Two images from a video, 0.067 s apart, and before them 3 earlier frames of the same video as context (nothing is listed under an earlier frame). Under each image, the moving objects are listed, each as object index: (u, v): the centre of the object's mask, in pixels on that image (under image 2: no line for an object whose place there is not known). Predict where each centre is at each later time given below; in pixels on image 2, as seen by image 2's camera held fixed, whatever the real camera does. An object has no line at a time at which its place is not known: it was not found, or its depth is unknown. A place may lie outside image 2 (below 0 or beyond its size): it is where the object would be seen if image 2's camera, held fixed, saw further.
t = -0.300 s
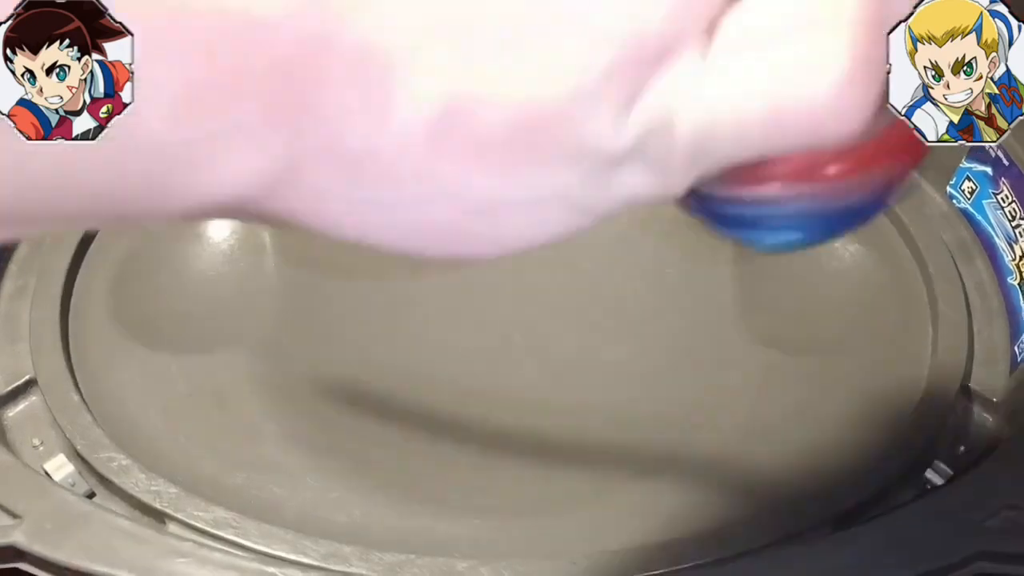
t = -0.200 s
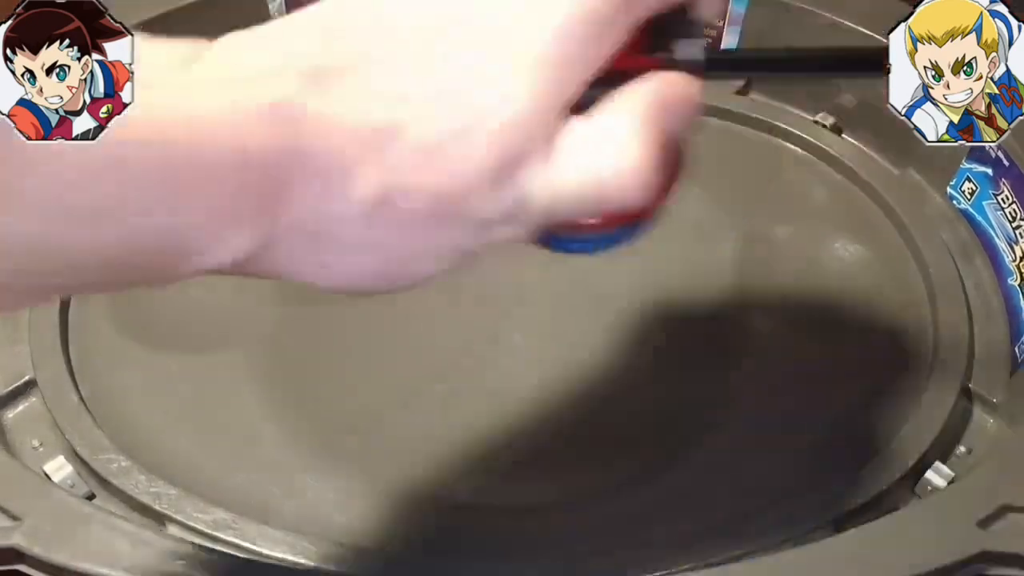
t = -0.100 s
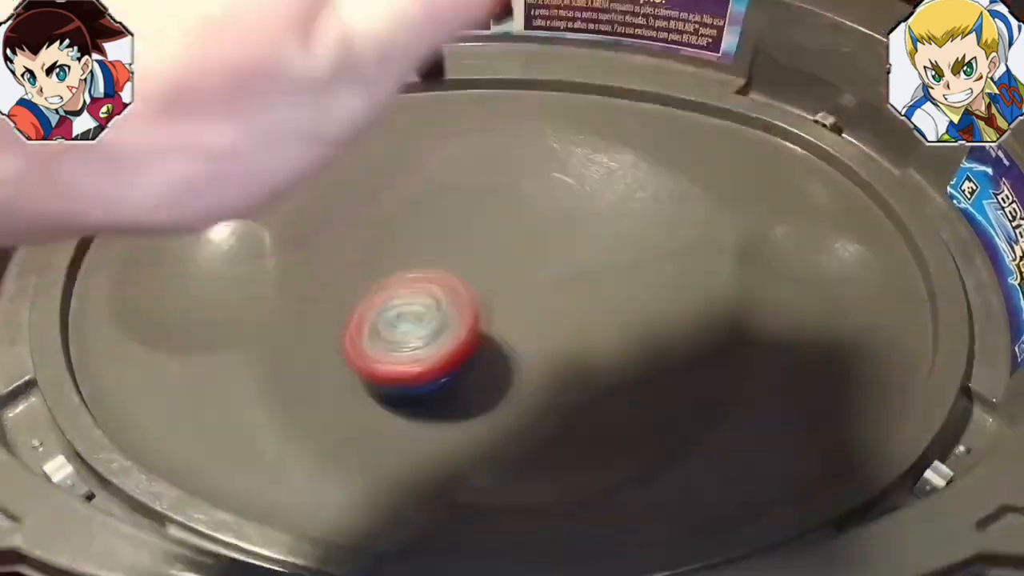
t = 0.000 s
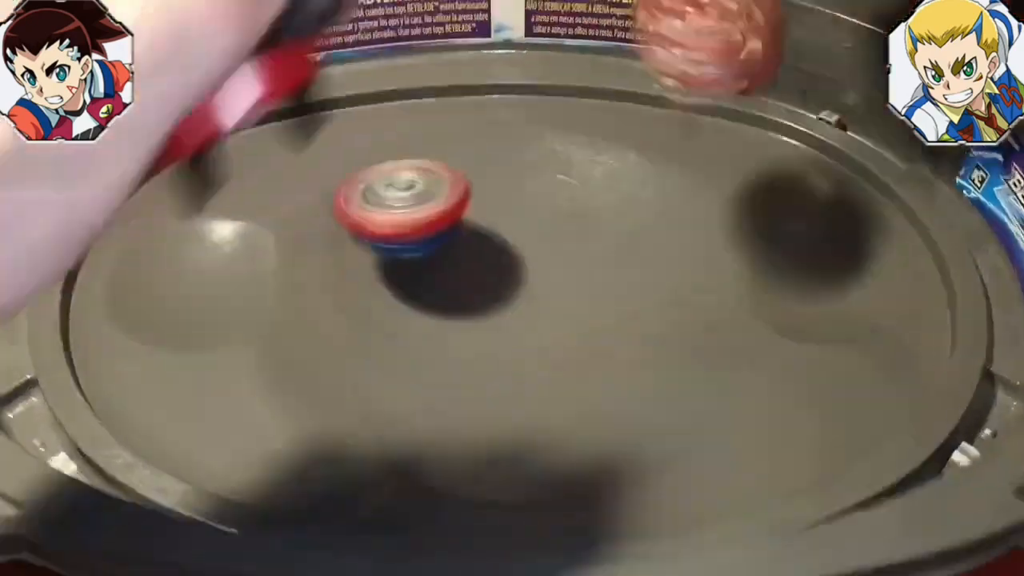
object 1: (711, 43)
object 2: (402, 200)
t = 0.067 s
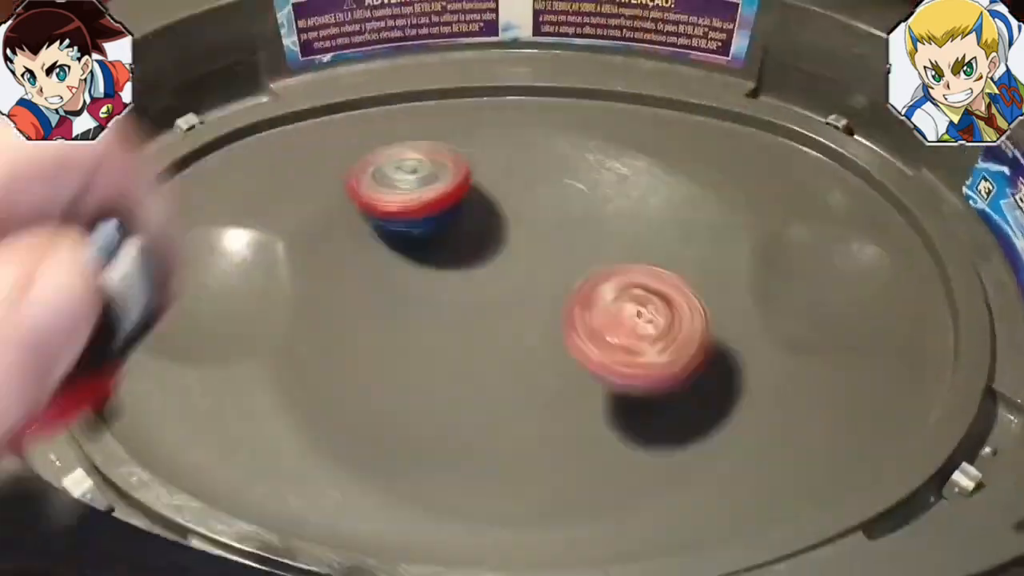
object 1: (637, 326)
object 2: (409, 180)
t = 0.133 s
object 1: (488, 340)
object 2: (440, 139)
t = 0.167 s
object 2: (459, 146)
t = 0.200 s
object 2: (478, 168)
